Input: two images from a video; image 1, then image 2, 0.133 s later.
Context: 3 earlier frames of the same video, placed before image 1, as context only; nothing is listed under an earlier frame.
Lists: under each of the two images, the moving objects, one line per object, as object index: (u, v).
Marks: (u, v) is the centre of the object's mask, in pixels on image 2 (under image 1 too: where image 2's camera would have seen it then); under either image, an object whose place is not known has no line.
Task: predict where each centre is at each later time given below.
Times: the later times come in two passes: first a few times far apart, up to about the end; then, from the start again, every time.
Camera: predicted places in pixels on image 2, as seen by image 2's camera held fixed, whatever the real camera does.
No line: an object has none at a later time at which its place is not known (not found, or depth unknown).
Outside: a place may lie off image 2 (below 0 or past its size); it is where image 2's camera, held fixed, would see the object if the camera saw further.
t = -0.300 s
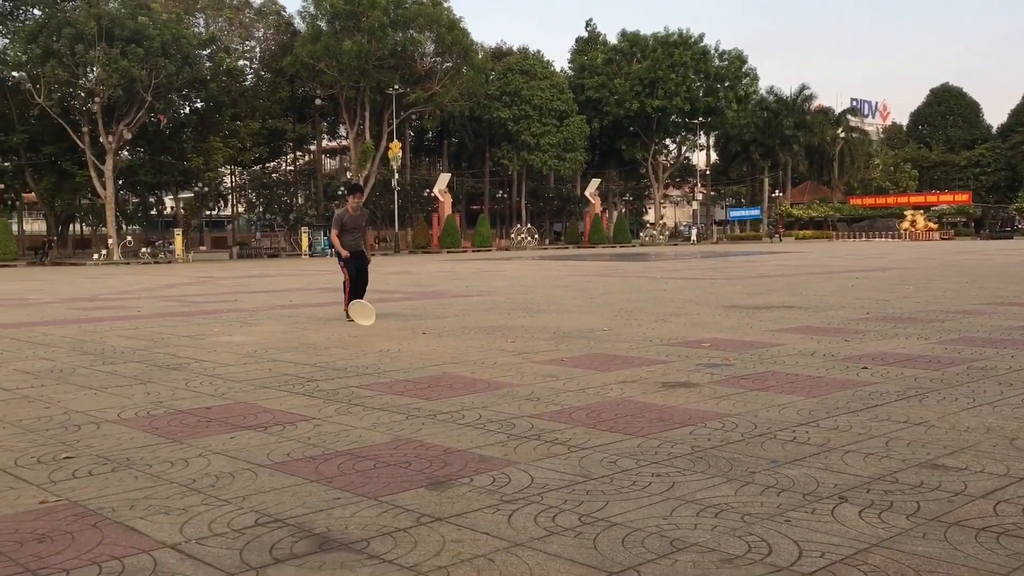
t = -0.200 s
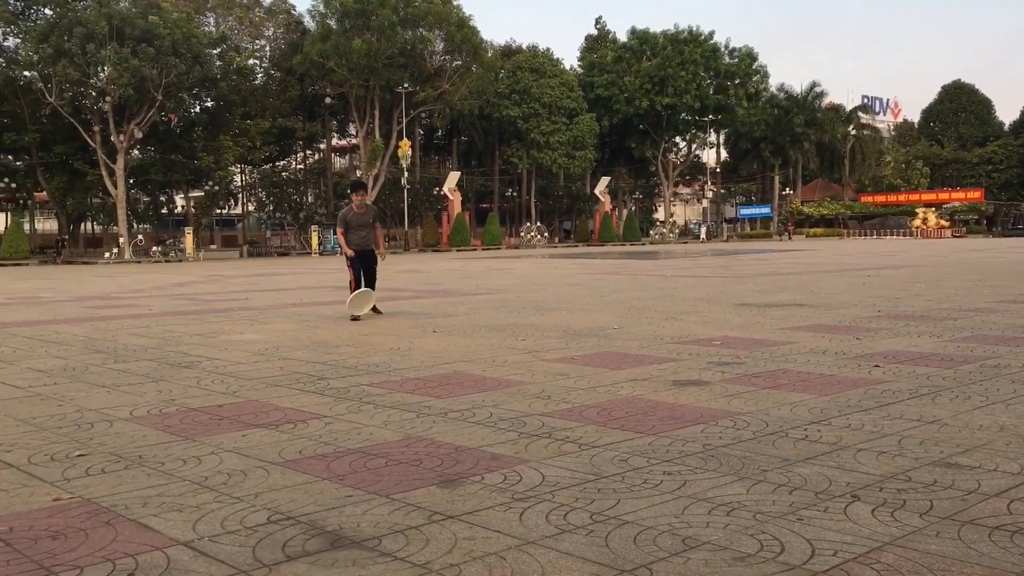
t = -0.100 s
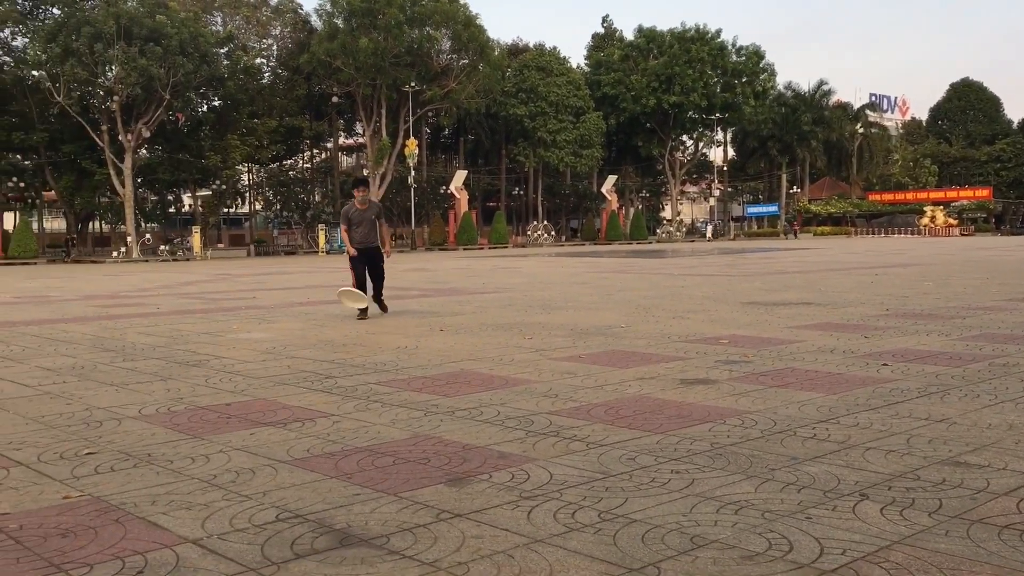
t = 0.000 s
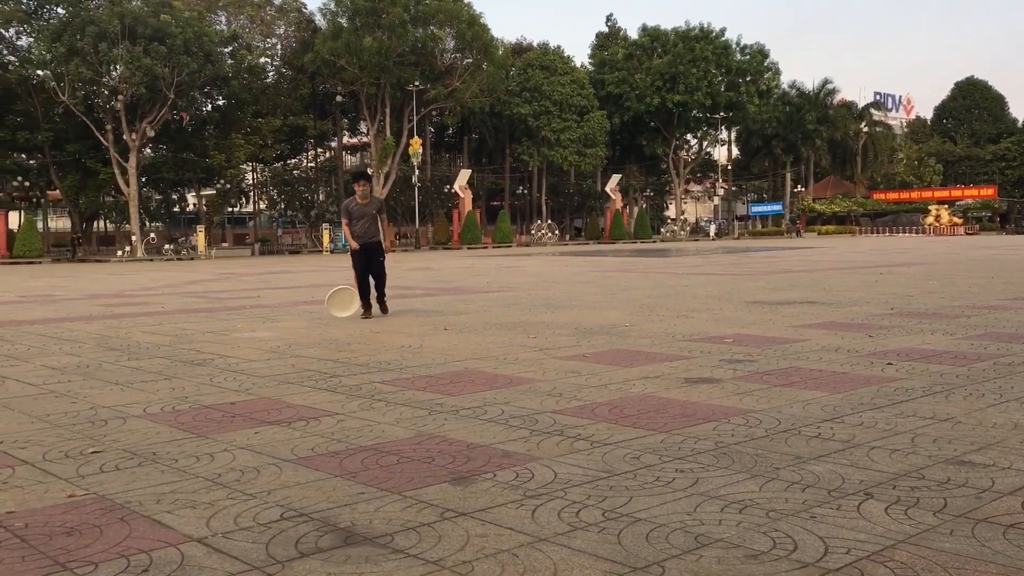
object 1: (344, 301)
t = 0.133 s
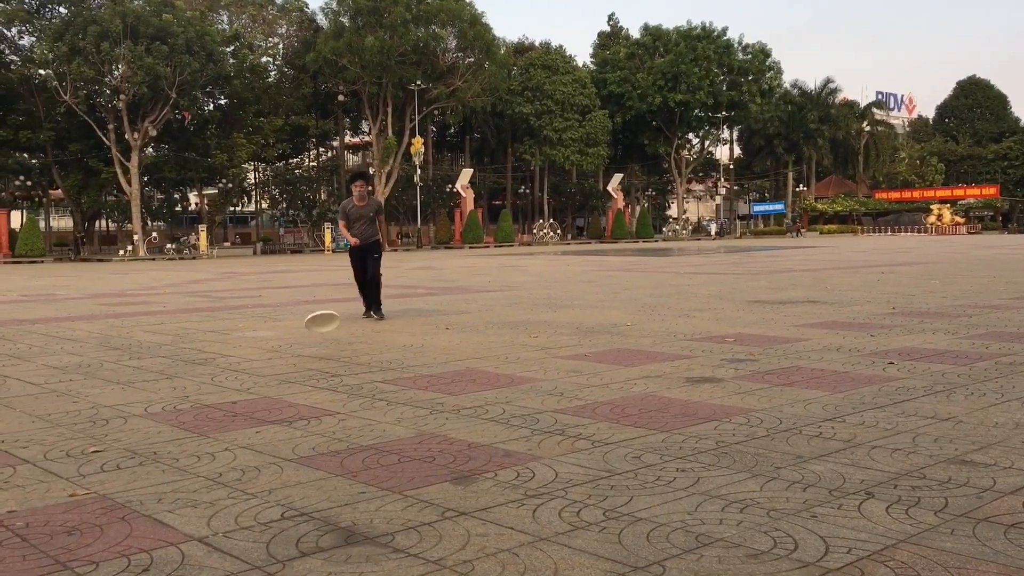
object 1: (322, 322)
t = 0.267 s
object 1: (297, 349)
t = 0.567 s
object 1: (233, 365)
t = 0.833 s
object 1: (196, 374)
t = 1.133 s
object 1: (173, 376)
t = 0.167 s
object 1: (317, 329)
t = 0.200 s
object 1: (311, 338)
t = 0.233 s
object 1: (305, 347)
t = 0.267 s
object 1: (297, 349)
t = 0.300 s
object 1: (291, 352)
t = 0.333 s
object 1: (284, 350)
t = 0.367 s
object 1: (277, 350)
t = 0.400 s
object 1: (270, 350)
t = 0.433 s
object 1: (262, 353)
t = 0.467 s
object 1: (254, 358)
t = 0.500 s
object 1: (246, 361)
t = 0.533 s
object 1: (240, 364)
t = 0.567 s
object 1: (233, 365)
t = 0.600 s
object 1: (228, 365)
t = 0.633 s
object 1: (222, 365)
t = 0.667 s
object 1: (218, 364)
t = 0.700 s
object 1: (213, 364)
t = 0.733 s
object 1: (208, 366)
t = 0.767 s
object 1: (204, 368)
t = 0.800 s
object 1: (200, 371)
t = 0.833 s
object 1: (196, 374)
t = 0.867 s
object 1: (191, 378)
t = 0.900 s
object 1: (188, 382)
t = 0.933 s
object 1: (185, 382)
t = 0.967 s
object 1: (181, 380)
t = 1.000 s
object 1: (178, 381)
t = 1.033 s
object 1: (175, 379)
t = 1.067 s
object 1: (174, 377)
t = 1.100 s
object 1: (174, 377)
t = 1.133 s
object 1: (173, 376)
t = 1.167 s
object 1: (173, 377)
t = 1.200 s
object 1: (173, 378)
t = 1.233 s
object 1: (173, 380)
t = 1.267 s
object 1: (174, 382)
